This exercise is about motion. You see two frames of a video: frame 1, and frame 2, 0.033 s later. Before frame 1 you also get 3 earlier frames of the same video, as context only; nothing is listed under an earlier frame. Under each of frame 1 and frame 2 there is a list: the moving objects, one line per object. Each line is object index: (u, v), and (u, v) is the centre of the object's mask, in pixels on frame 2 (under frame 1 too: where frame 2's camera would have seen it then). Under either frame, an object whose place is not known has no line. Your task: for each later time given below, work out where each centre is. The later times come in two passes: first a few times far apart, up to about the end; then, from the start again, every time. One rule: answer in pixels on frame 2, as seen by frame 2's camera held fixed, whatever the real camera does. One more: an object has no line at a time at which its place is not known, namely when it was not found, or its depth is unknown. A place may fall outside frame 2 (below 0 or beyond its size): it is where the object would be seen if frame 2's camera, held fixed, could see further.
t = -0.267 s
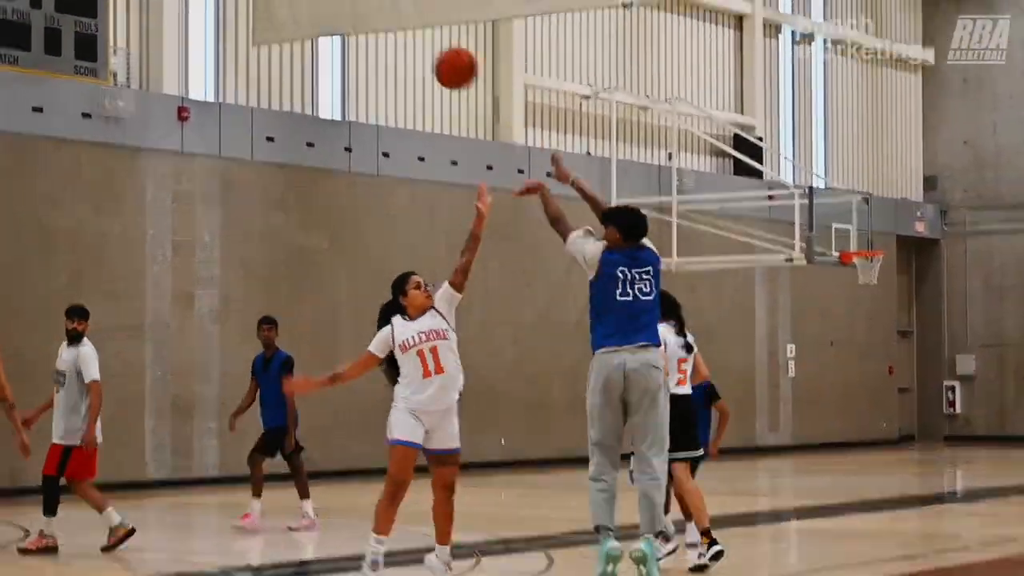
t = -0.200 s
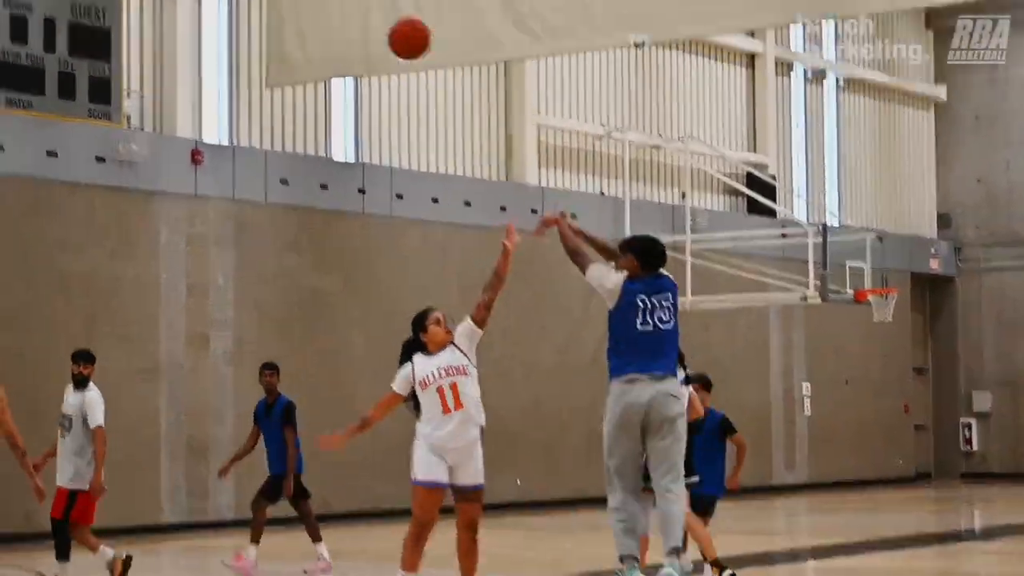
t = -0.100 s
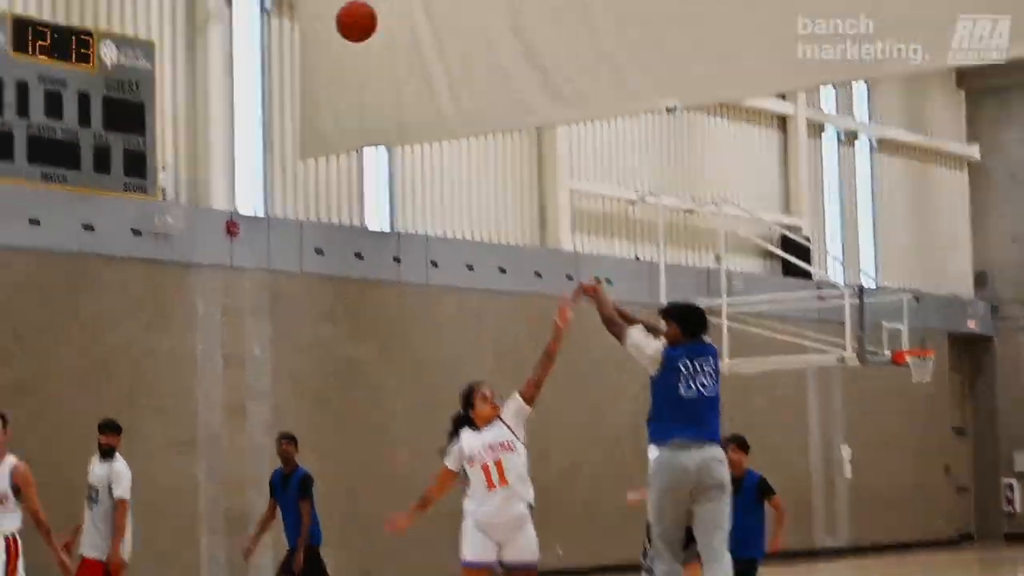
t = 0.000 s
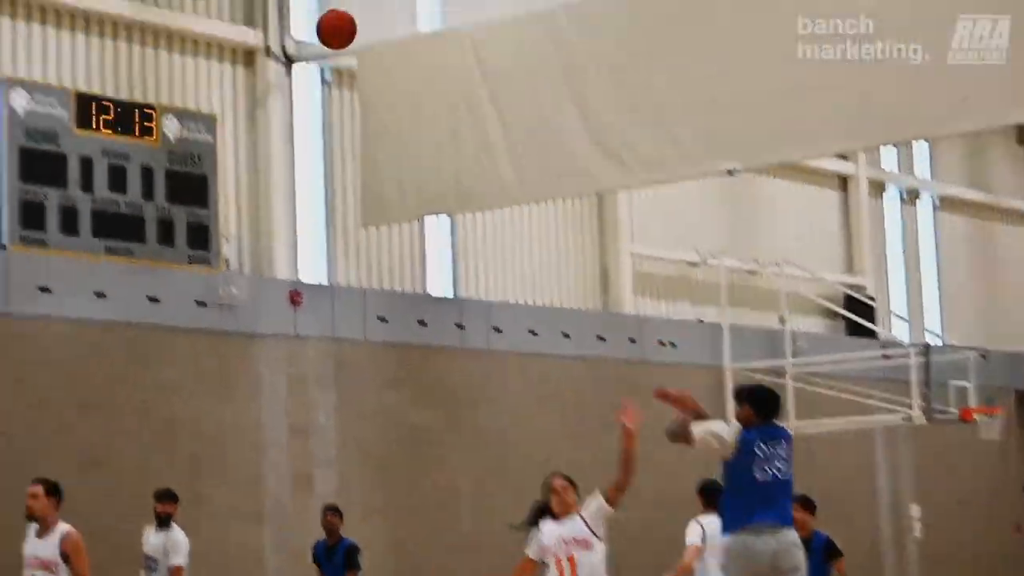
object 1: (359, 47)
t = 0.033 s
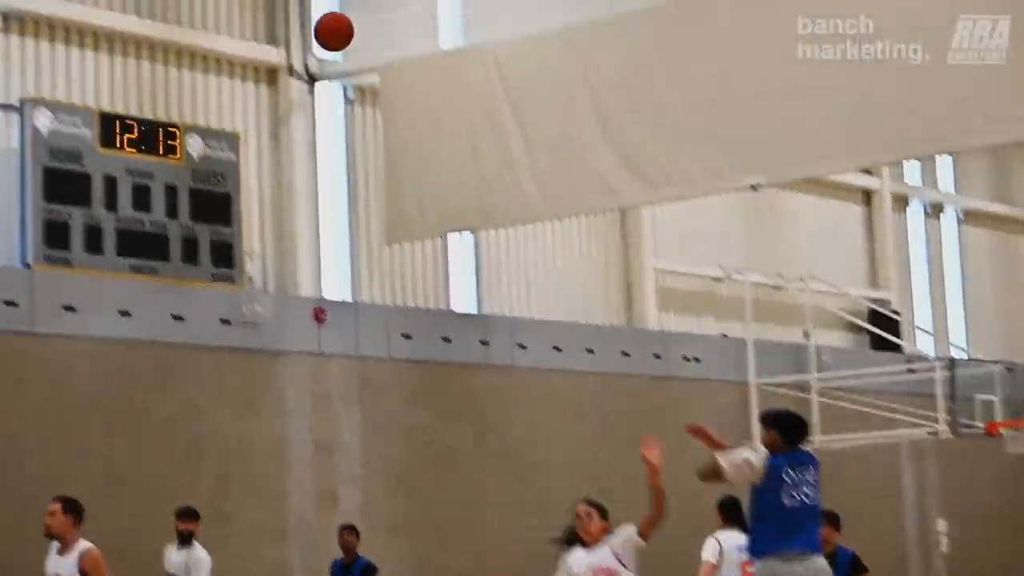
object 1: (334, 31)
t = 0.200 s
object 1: (214, -17)
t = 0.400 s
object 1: (87, -15)
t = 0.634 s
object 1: (-47, 56)
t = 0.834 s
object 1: (-149, 171)
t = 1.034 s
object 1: (-245, 332)
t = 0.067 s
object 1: (308, 18)
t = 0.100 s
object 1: (284, 6)
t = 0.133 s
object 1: (259, -3)
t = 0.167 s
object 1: (236, -11)
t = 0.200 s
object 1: (214, -17)
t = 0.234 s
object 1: (191, -20)
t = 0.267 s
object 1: (169, -22)
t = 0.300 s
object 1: (148, -22)
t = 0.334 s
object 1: (127, -21)
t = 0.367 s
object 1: (107, -19)
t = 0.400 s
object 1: (87, -15)
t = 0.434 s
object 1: (66, -9)
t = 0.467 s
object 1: (47, -1)
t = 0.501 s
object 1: (27, 8)
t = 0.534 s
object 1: (9, 18)
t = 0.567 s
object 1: (-9, 29)
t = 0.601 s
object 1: (-27, 43)
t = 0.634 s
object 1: (-47, 56)
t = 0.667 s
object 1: (-65, 72)
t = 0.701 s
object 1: (-82, 90)
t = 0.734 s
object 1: (-99, 108)
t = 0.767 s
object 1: (-116, 128)
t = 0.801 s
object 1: (-132, 149)
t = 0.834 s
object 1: (-149, 171)
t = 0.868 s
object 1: (-165, 195)
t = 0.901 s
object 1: (-182, 220)
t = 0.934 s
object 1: (-198, 246)
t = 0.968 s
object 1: (-214, 273)
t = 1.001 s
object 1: (-230, 301)
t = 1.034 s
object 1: (-245, 332)
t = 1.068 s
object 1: (-260, 367)
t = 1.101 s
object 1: (-307, 369)
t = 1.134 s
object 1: (-285, 410)
